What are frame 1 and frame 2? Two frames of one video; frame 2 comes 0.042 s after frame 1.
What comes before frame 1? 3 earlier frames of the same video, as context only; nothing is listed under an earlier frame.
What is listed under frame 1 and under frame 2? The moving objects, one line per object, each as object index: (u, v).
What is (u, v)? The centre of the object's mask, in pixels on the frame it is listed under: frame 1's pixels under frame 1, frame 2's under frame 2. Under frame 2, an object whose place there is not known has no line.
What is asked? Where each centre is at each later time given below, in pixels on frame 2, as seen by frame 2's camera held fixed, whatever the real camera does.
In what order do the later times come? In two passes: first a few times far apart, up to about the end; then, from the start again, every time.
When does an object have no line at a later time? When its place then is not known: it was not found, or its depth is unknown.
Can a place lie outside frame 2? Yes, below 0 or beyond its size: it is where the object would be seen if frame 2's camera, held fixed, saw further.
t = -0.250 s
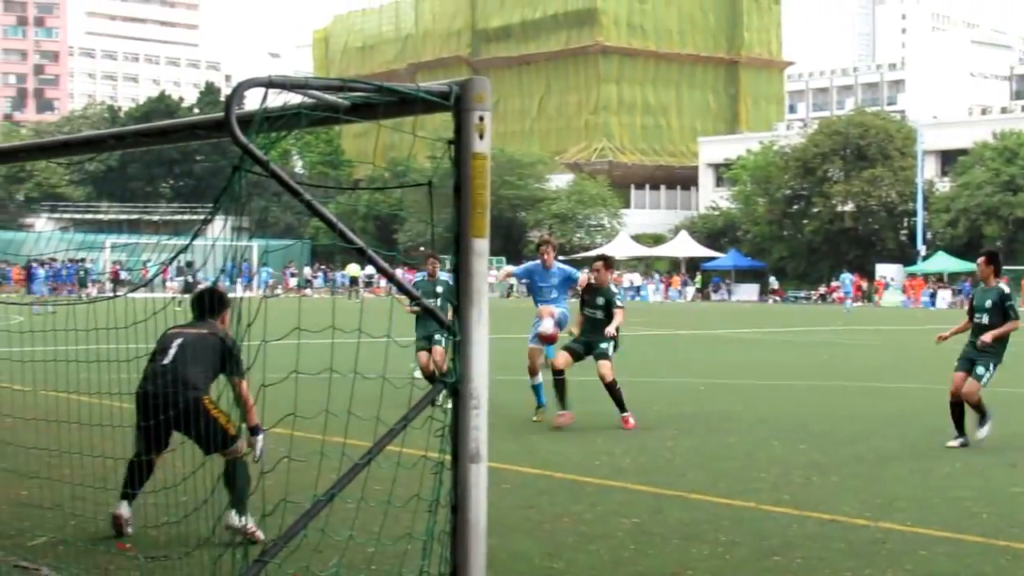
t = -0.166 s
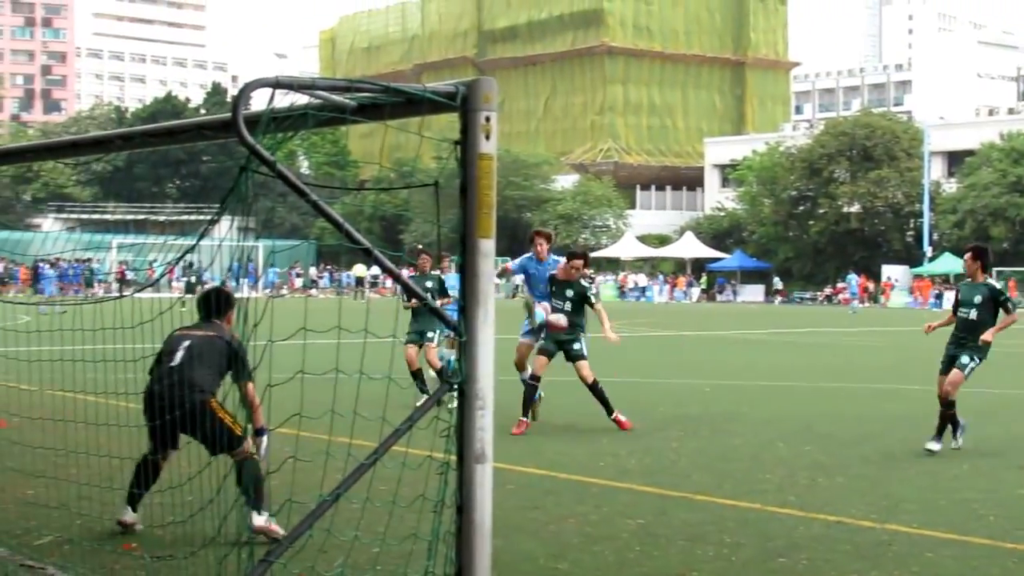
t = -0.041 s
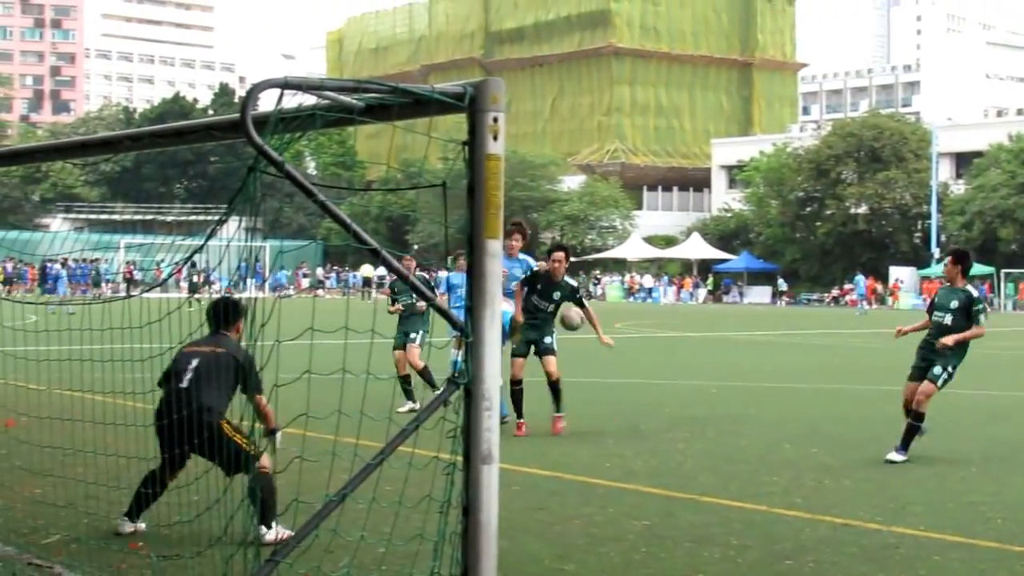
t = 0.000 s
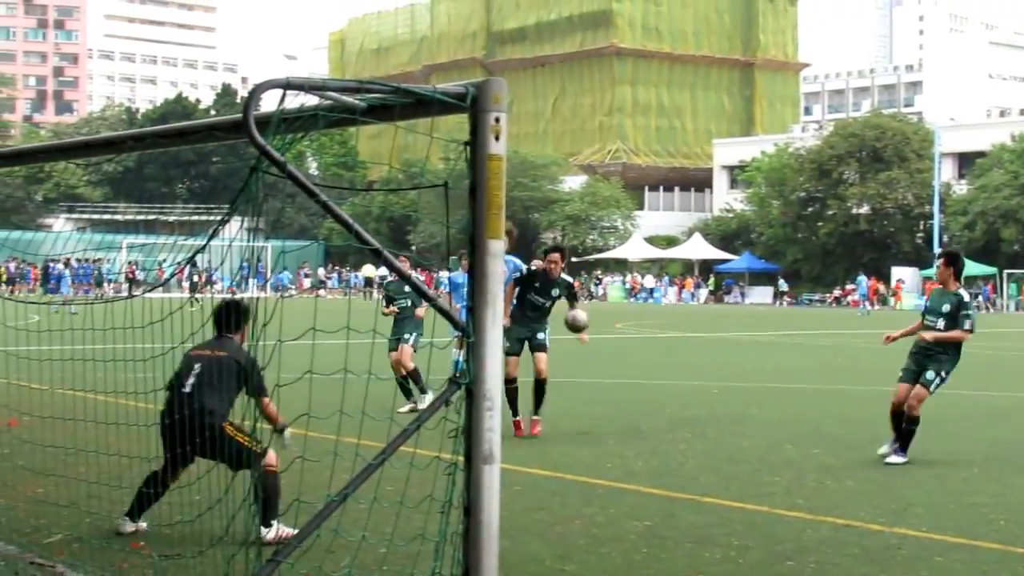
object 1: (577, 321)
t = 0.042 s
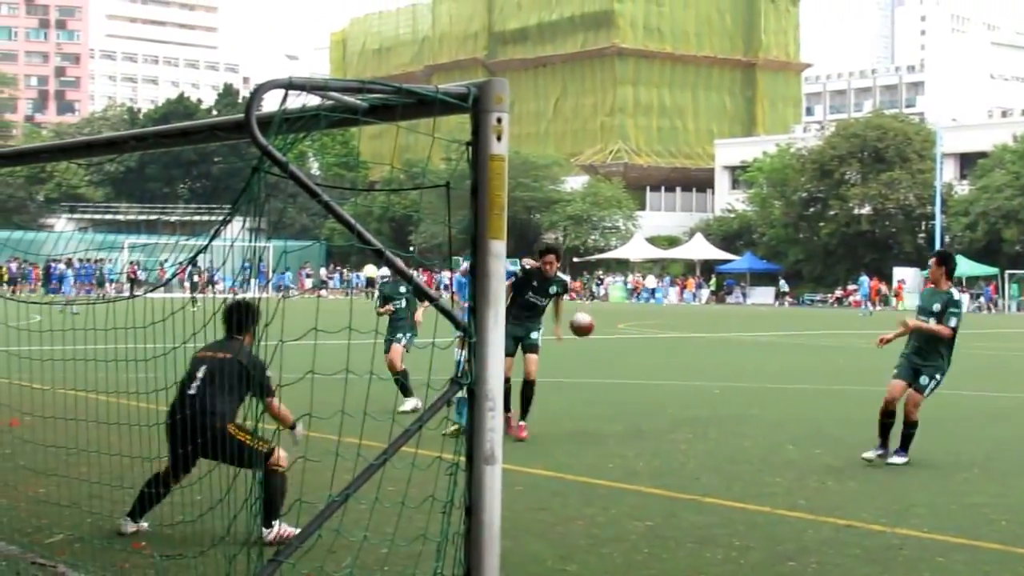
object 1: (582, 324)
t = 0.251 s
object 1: (601, 376)
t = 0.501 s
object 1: (617, 419)
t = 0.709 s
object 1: (623, 389)
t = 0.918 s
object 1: (629, 418)
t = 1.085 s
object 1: (633, 482)
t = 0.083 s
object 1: (586, 331)
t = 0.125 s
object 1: (590, 339)
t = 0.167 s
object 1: (594, 349)
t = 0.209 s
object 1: (597, 361)
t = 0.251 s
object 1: (601, 376)
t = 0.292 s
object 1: (605, 394)
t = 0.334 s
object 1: (609, 413)
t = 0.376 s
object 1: (613, 436)
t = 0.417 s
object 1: (615, 445)
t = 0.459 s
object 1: (616, 431)
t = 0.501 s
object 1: (617, 419)
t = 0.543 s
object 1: (619, 409)
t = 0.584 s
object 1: (620, 401)
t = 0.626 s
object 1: (621, 395)
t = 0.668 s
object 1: (622, 391)
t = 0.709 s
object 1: (623, 389)
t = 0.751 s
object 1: (624, 390)
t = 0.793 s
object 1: (625, 393)
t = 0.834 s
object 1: (626, 399)
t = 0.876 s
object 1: (627, 407)
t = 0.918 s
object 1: (629, 418)
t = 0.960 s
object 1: (629, 432)
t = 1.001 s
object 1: (631, 448)
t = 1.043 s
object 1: (631, 468)
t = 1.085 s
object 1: (633, 482)
